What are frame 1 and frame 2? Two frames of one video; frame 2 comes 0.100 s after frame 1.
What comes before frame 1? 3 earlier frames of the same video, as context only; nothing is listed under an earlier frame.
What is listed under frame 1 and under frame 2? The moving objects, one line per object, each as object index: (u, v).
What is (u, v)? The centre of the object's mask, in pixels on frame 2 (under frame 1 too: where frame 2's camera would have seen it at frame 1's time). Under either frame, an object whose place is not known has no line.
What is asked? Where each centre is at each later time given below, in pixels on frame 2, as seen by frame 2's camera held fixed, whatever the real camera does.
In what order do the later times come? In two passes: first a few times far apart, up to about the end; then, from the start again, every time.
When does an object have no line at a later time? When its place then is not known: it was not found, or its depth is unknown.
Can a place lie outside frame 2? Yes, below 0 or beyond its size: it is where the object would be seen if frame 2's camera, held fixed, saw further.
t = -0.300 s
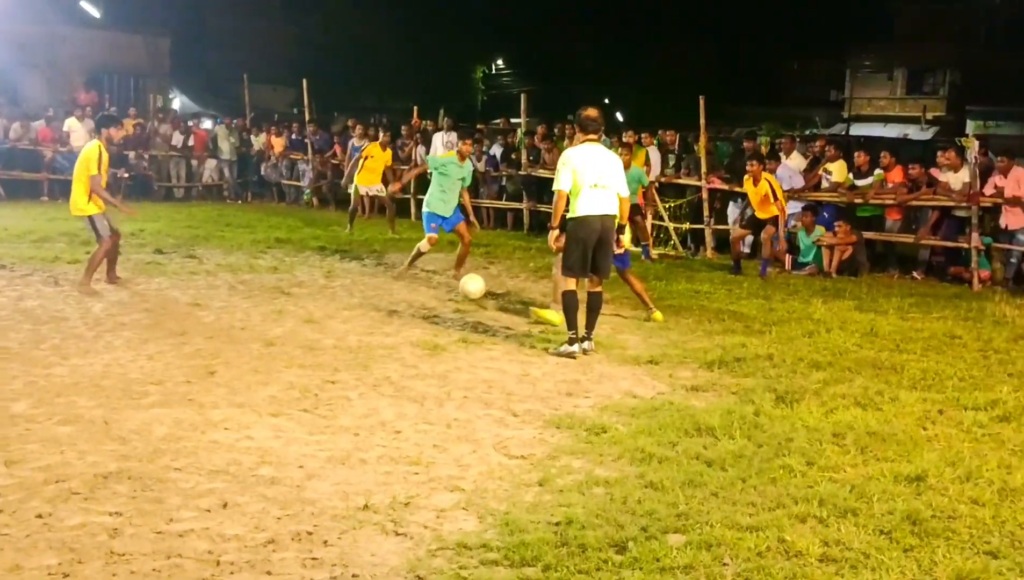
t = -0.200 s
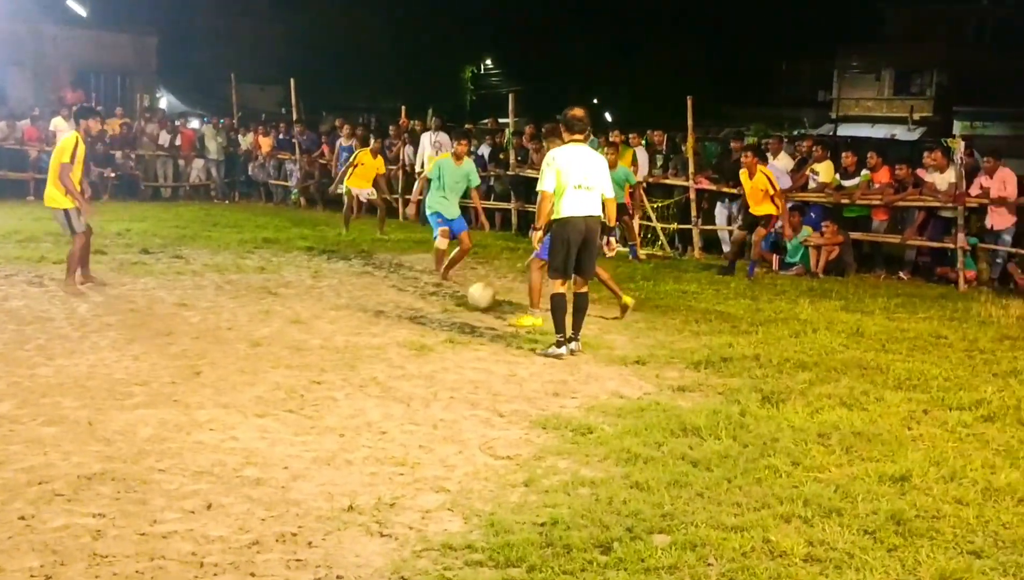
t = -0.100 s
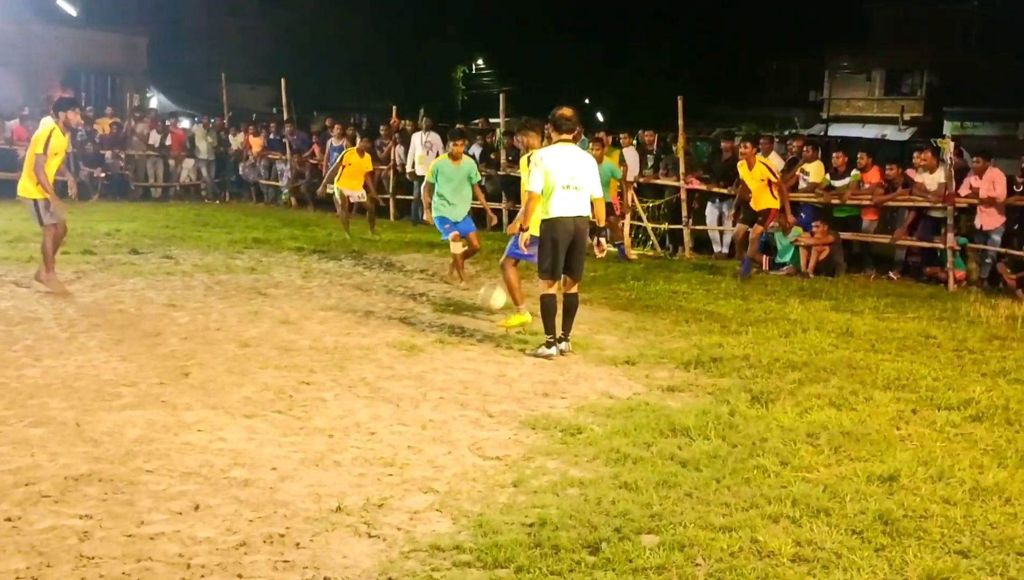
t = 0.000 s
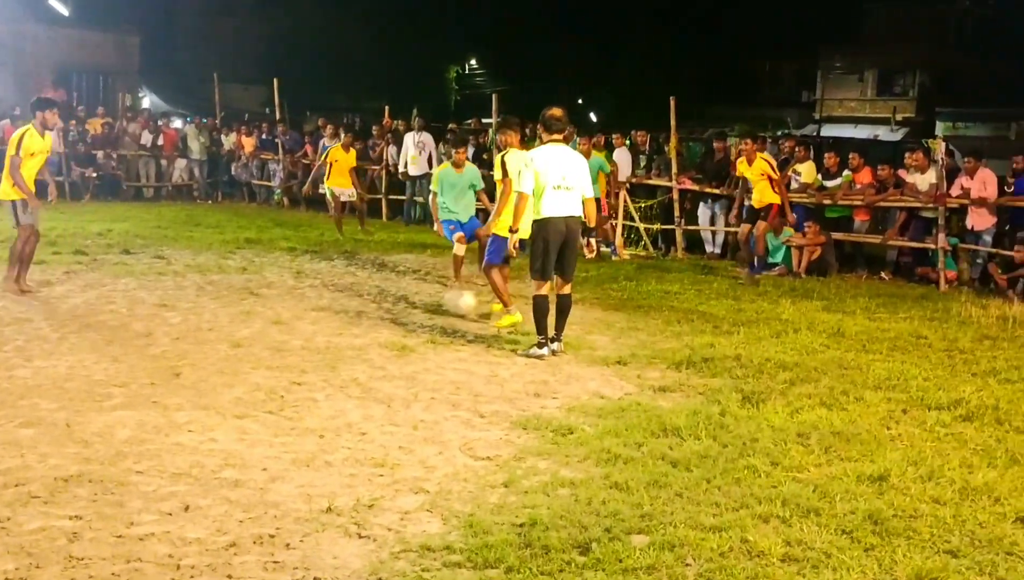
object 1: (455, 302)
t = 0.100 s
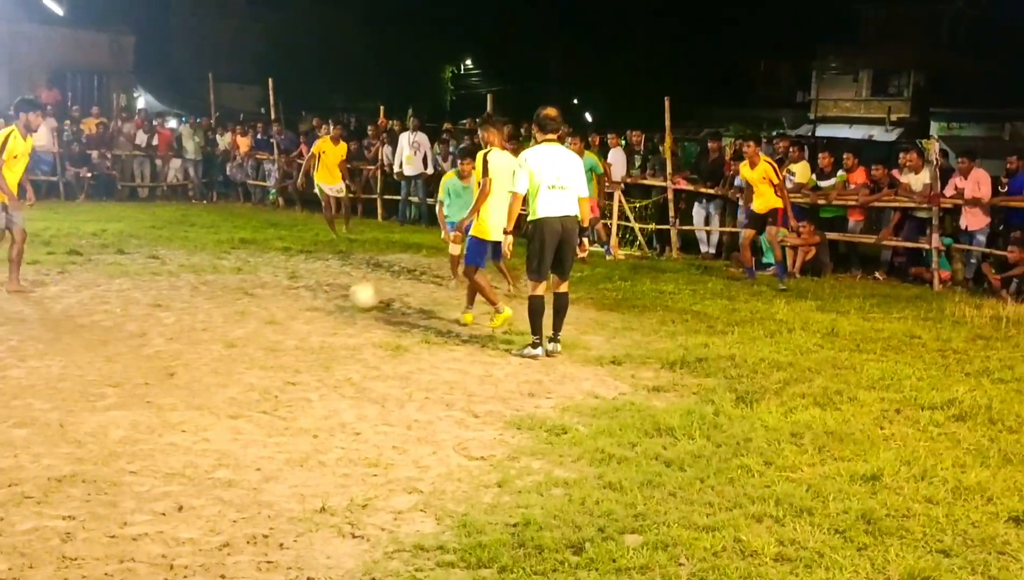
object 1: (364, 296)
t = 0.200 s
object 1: (289, 287)
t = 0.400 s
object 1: (152, 283)
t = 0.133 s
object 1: (340, 292)
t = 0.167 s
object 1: (315, 289)
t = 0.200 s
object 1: (289, 287)
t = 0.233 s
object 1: (263, 288)
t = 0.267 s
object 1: (237, 290)
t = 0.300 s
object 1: (213, 290)
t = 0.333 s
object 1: (193, 287)
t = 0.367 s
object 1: (174, 284)
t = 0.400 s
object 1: (152, 283)
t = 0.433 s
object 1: (130, 284)
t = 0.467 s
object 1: (110, 287)
